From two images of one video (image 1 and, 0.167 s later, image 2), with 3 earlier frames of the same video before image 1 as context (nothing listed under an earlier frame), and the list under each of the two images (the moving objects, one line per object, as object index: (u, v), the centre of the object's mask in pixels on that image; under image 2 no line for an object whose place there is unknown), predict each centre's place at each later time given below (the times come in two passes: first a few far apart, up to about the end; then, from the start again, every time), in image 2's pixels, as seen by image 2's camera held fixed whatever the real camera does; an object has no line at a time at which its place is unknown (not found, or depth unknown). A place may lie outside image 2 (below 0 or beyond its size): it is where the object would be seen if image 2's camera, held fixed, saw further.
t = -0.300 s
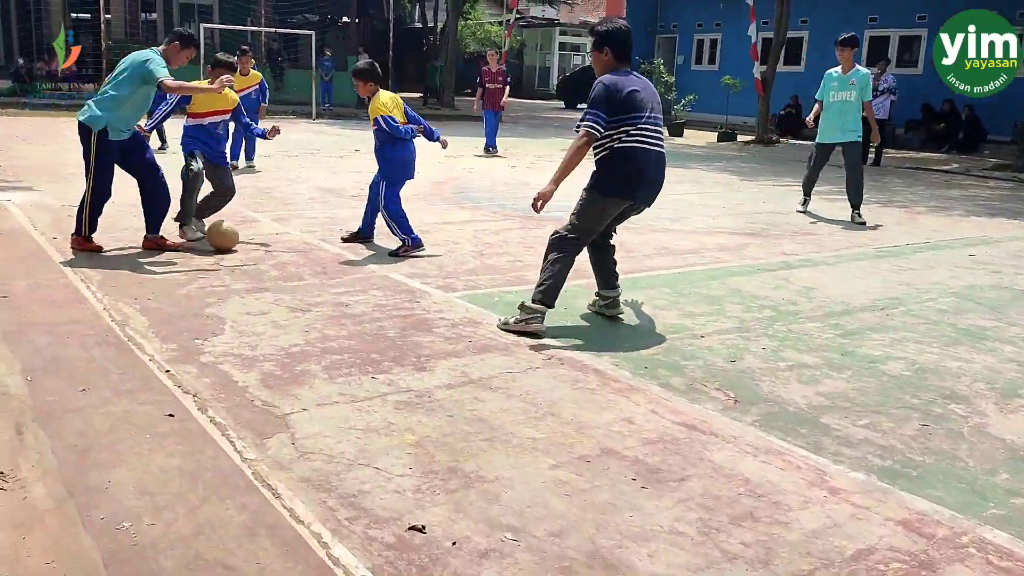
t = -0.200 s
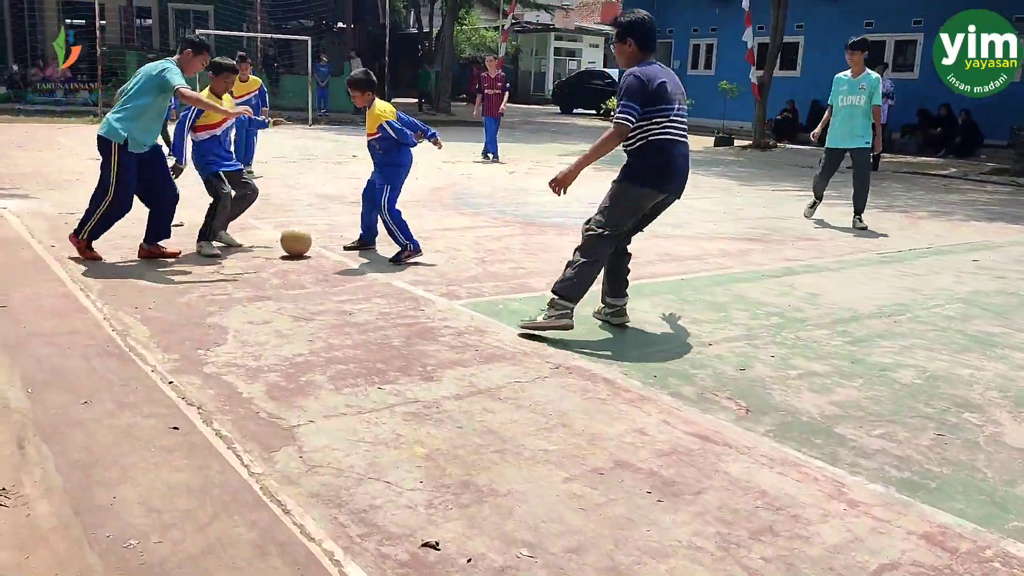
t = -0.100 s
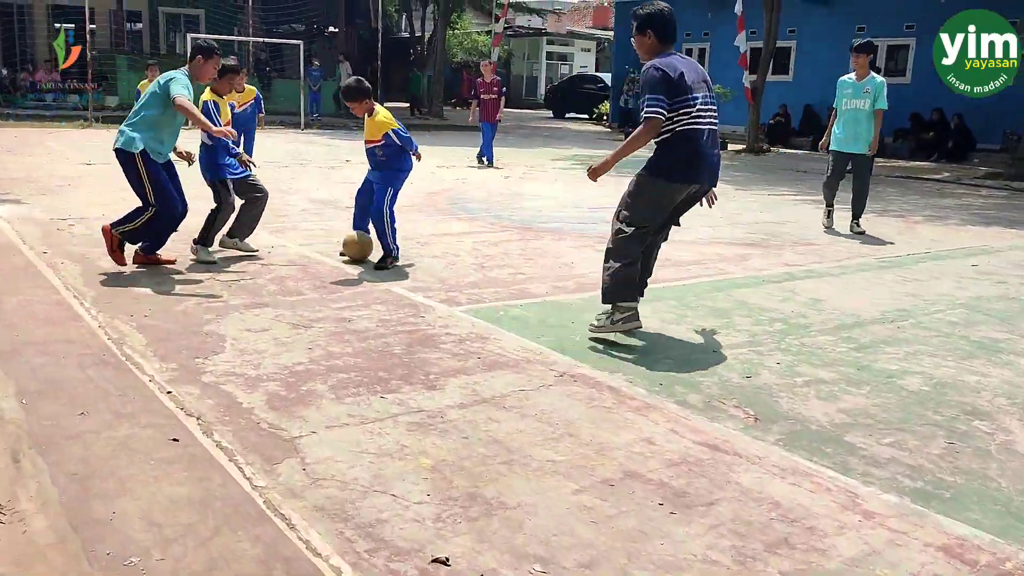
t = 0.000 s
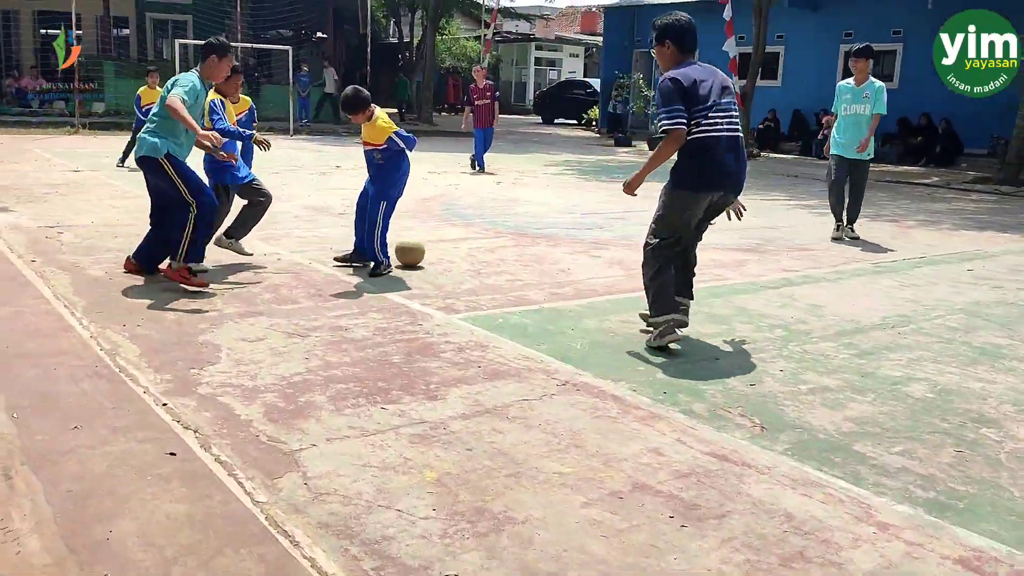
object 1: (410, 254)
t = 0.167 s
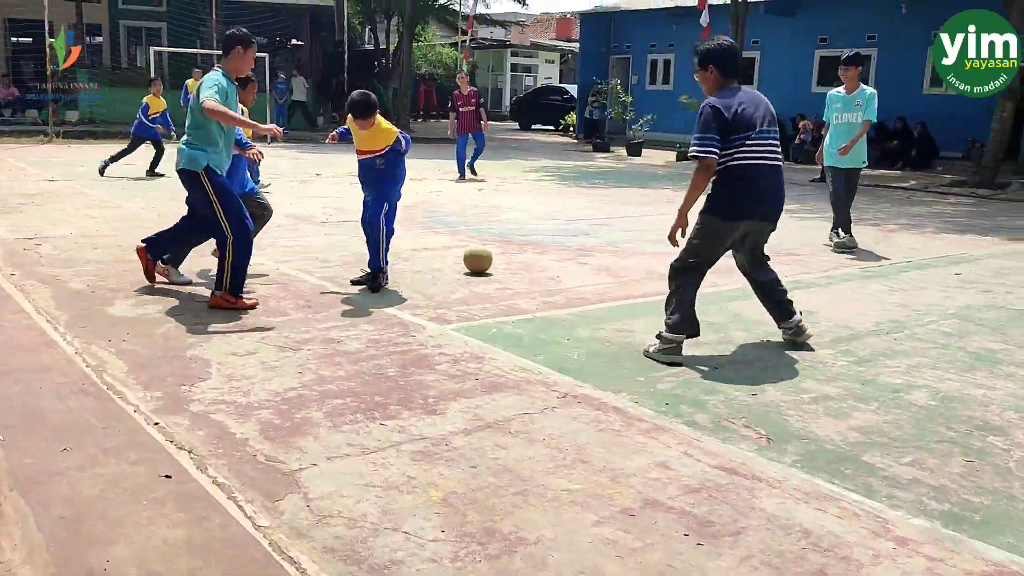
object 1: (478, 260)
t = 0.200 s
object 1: (491, 260)
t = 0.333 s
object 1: (546, 258)
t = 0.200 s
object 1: (491, 260)
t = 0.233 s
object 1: (505, 260)
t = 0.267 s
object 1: (519, 258)
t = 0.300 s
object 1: (533, 257)
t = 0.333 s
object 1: (546, 258)
